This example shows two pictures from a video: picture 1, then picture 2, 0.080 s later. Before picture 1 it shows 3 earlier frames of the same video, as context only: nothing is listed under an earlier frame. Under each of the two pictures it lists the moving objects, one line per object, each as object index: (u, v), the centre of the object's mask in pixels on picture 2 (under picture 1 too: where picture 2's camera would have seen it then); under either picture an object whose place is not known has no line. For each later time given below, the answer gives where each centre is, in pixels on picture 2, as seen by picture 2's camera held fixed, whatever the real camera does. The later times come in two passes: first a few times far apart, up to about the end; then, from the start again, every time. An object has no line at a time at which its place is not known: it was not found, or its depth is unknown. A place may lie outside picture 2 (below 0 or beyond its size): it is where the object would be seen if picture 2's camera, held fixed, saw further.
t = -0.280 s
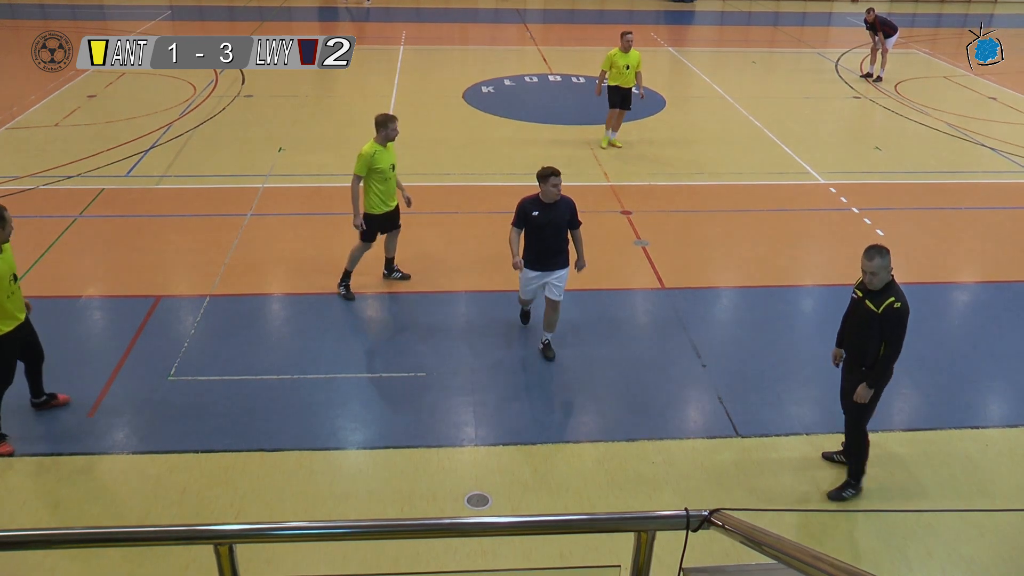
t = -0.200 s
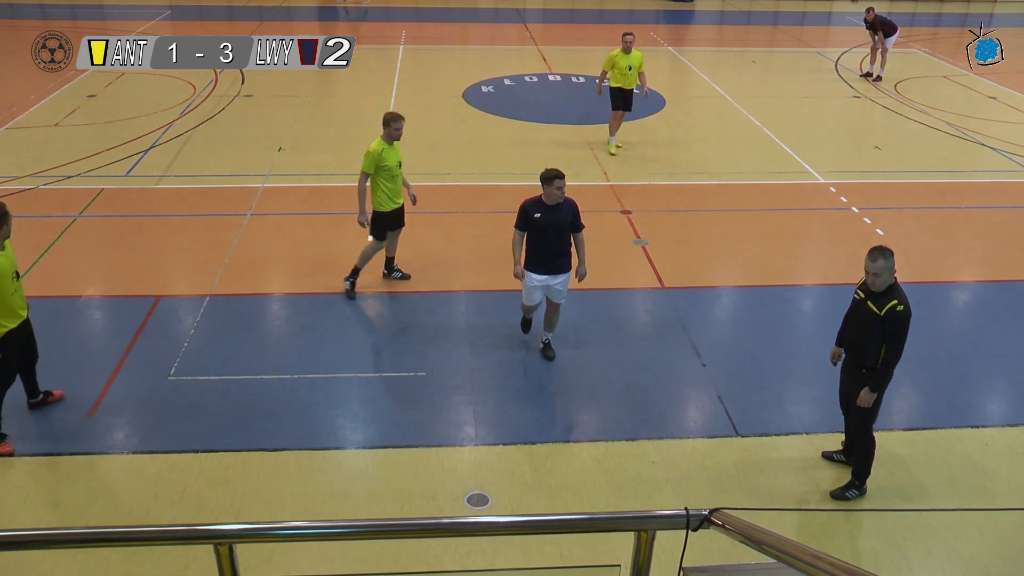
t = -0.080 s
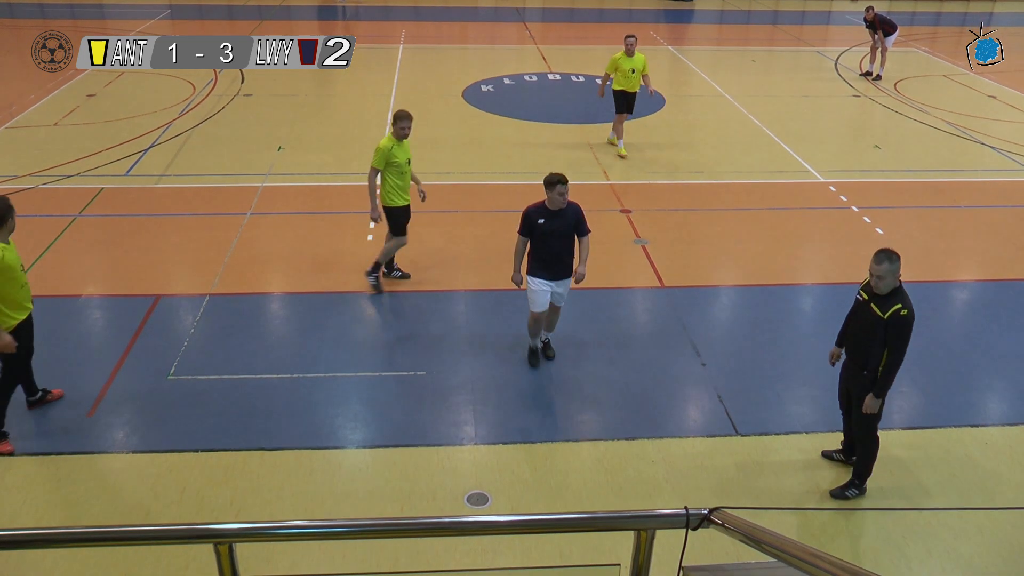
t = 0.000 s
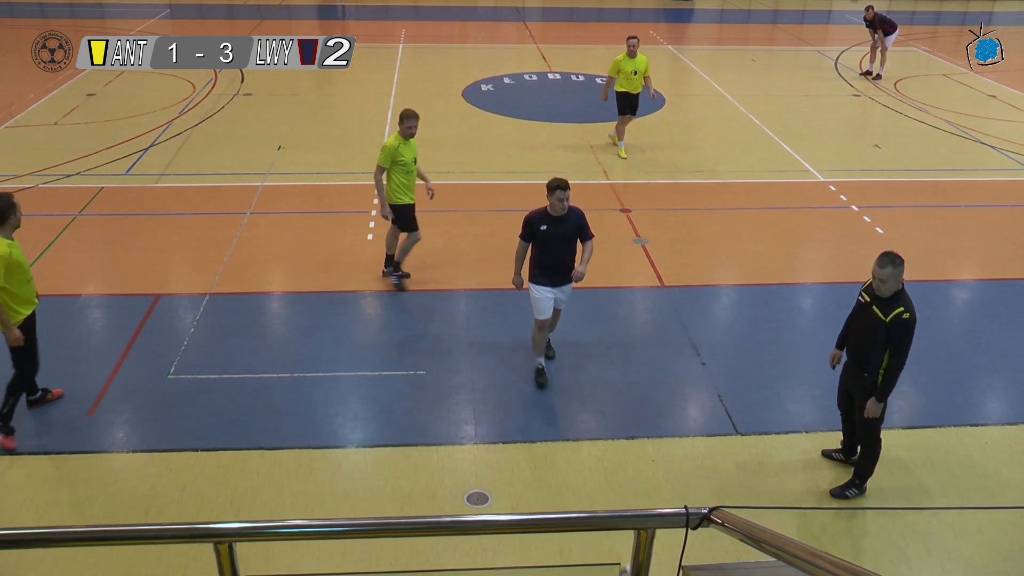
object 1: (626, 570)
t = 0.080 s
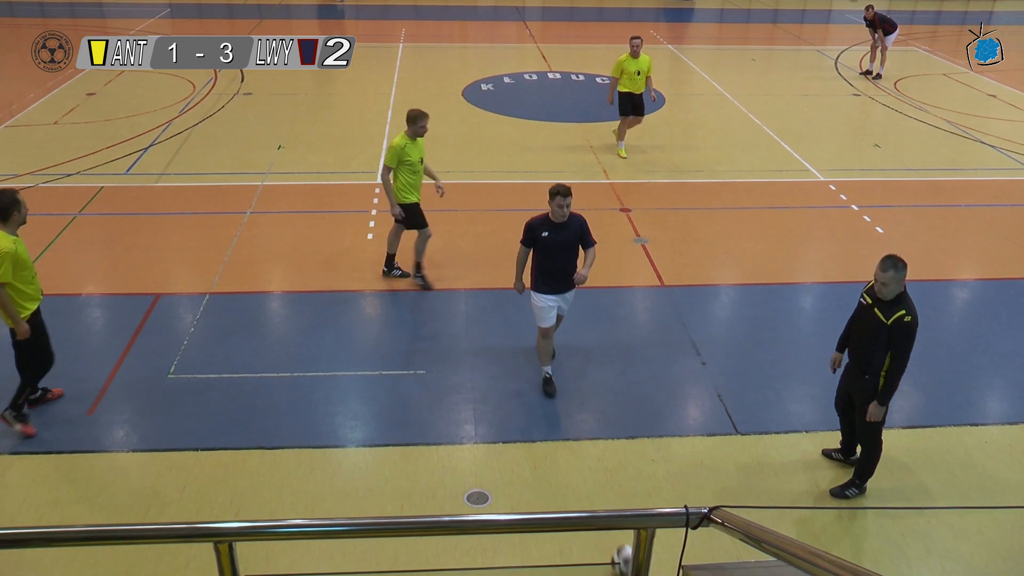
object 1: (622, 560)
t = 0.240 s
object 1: (617, 537)
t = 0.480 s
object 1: (600, 486)
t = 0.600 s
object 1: (593, 467)
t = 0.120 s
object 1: (621, 553)
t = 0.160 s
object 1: (621, 546)
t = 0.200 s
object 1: (619, 542)
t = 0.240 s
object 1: (617, 537)
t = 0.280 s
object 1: (614, 535)
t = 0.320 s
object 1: (611, 505)
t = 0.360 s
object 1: (608, 502)
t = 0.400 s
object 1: (605, 498)
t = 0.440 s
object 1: (603, 493)
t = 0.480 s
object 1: (600, 486)
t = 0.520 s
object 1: (598, 479)
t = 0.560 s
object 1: (596, 473)
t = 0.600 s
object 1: (593, 467)
